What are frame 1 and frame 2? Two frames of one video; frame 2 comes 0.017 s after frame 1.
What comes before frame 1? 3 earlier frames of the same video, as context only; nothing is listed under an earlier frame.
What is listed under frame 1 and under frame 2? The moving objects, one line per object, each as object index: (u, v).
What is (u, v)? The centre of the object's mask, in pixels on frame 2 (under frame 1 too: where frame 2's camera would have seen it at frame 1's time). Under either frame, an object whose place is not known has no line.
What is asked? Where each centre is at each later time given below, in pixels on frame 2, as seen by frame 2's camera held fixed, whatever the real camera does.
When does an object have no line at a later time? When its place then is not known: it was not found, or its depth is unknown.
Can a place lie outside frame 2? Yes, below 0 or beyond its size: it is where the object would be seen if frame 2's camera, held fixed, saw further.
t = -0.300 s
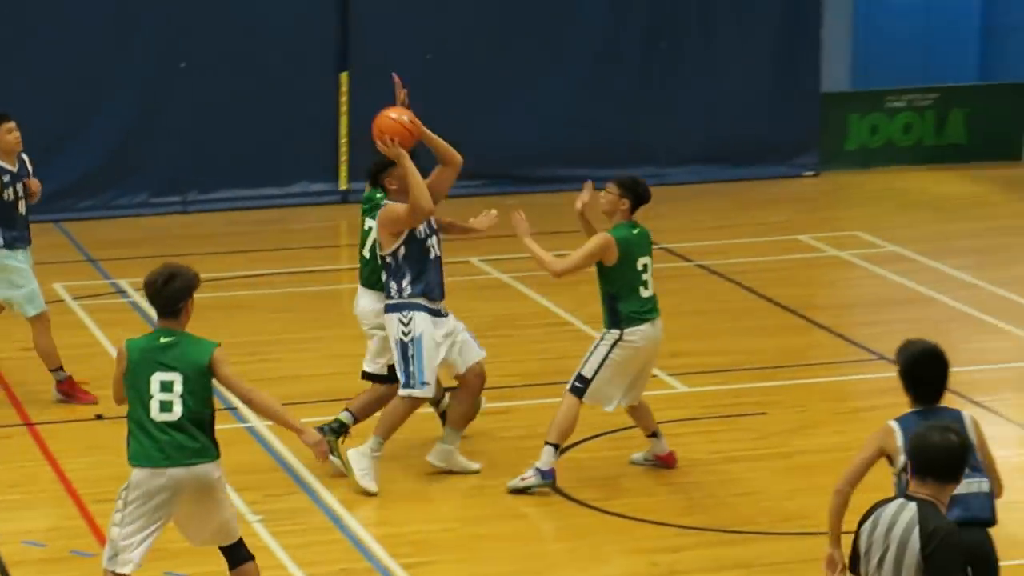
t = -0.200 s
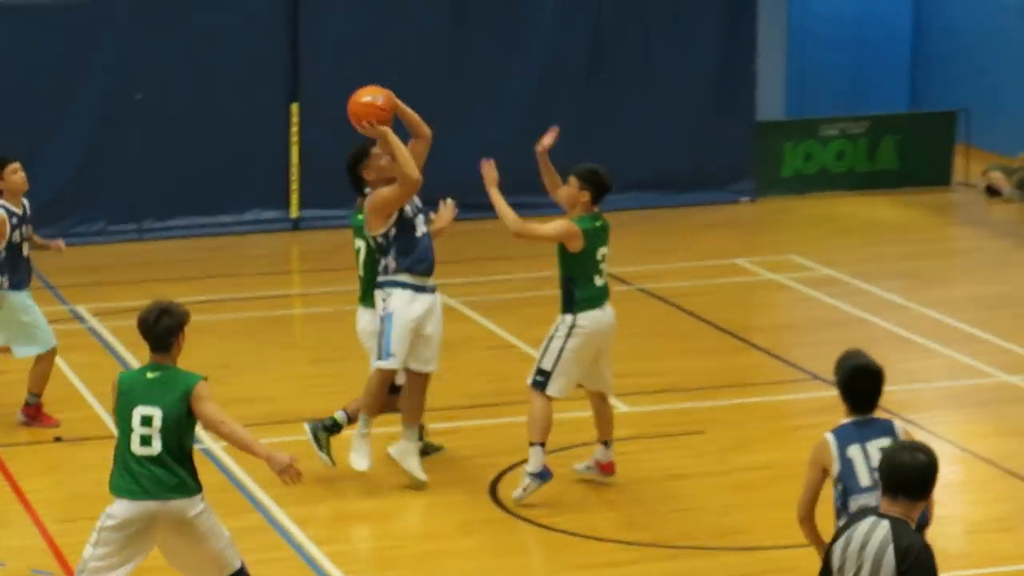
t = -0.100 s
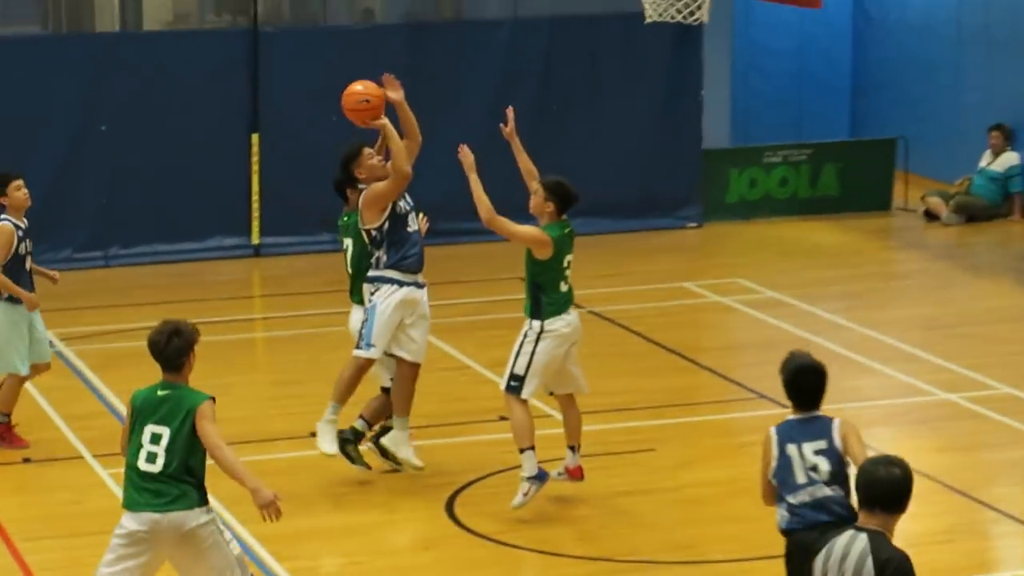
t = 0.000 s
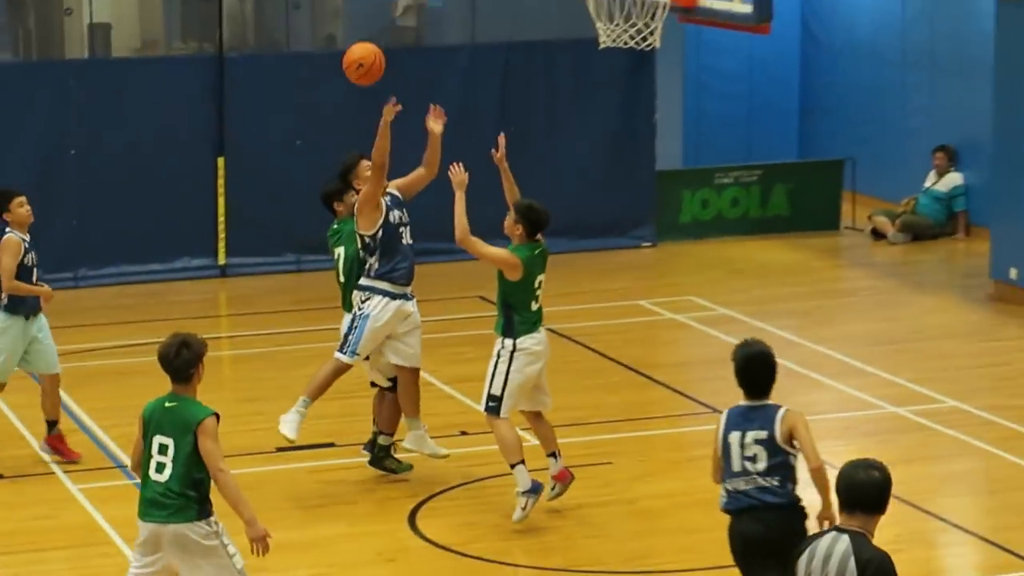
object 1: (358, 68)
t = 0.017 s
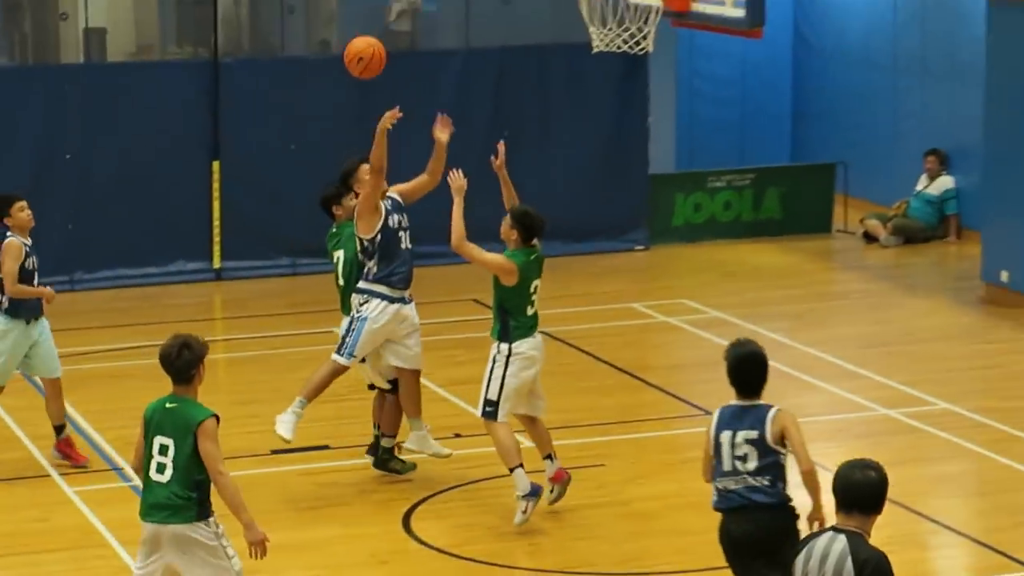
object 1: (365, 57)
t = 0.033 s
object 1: (371, 47)
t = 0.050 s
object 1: (378, 37)
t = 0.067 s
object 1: (385, 28)
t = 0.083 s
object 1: (392, 19)
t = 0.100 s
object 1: (399, 10)
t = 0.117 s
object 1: (405, 2)
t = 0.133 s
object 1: (412, -5)
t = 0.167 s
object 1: (426, -19)
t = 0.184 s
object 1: (432, -24)
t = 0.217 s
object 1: (446, -35)
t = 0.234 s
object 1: (452, -39)
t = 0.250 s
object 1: (460, -43)
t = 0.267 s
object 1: (466, -46)
